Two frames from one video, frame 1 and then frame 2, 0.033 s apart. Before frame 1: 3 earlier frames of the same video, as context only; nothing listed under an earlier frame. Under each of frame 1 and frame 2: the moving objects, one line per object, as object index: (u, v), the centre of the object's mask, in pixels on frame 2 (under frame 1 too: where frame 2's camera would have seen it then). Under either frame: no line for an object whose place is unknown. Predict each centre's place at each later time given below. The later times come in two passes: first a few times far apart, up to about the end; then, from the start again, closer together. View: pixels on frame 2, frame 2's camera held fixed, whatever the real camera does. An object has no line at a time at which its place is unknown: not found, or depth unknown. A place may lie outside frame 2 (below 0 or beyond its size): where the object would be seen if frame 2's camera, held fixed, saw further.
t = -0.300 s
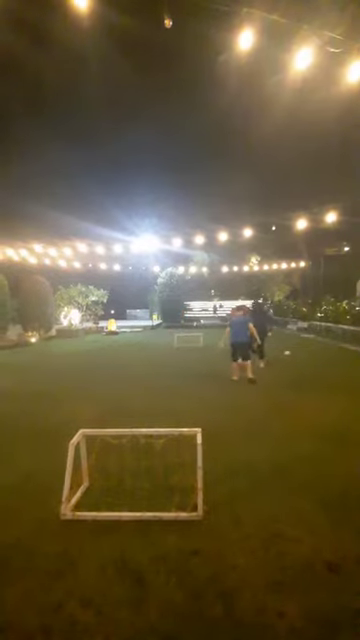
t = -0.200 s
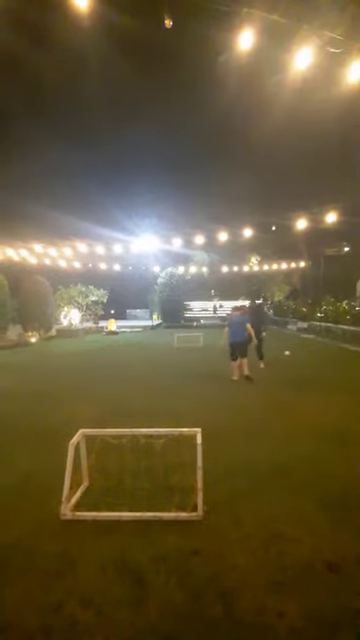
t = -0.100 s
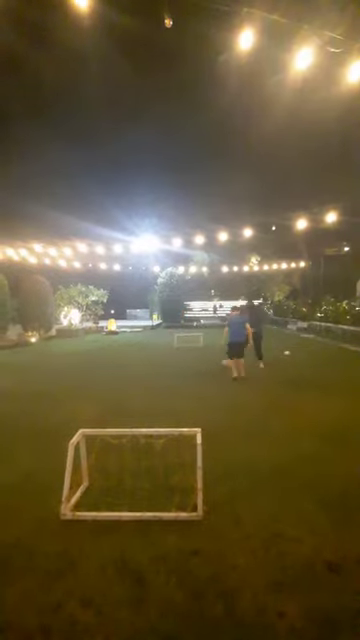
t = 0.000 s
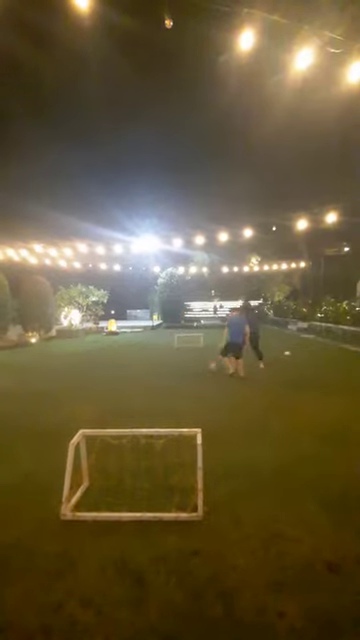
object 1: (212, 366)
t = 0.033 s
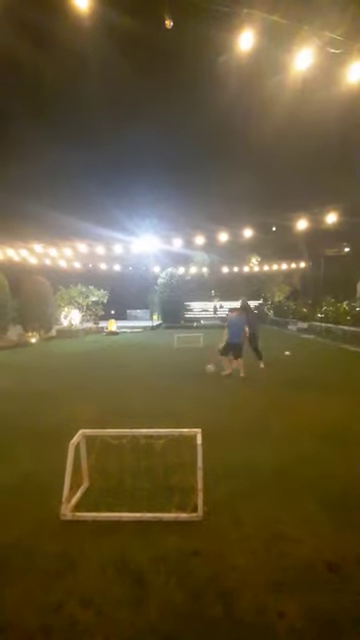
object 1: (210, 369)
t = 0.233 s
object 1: (183, 385)
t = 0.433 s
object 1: (149, 401)
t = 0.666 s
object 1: (107, 415)
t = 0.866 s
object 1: (59, 437)
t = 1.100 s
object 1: (-12, 463)
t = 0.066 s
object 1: (205, 371)
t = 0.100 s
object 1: (200, 375)
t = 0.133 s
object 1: (197, 378)
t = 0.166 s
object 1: (192, 383)
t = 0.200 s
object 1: (187, 384)
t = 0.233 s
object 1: (183, 385)
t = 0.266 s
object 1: (177, 385)
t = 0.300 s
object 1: (172, 385)
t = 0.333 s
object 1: (167, 388)
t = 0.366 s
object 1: (161, 391)
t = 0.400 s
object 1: (156, 395)
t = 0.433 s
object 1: (149, 401)
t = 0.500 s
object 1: (137, 404)
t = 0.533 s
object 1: (132, 405)
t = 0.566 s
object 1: (125, 406)
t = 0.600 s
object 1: (119, 408)
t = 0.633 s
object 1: (114, 412)
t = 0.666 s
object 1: (107, 415)
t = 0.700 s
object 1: (101, 420)
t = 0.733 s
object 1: (94, 422)
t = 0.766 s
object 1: (86, 423)
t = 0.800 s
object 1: (76, 427)
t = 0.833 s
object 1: (68, 432)
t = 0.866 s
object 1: (59, 437)
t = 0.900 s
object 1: (50, 441)
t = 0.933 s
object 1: (41, 443)
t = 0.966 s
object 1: (32, 444)
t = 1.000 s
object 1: (23, 446)
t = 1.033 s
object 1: (12, 450)
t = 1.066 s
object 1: (0, 457)
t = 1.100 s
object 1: (-12, 463)
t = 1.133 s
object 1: (-23, 464)
